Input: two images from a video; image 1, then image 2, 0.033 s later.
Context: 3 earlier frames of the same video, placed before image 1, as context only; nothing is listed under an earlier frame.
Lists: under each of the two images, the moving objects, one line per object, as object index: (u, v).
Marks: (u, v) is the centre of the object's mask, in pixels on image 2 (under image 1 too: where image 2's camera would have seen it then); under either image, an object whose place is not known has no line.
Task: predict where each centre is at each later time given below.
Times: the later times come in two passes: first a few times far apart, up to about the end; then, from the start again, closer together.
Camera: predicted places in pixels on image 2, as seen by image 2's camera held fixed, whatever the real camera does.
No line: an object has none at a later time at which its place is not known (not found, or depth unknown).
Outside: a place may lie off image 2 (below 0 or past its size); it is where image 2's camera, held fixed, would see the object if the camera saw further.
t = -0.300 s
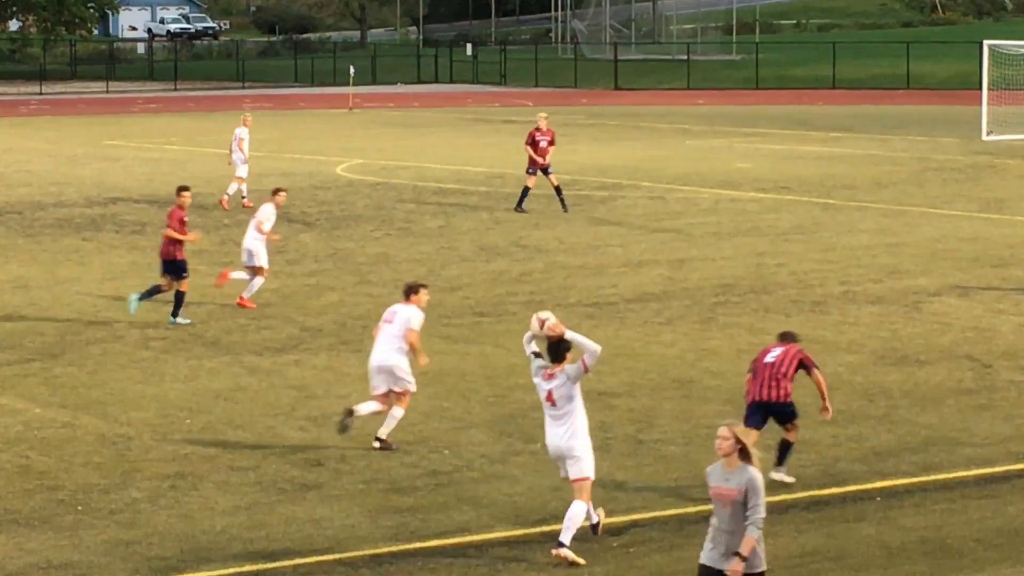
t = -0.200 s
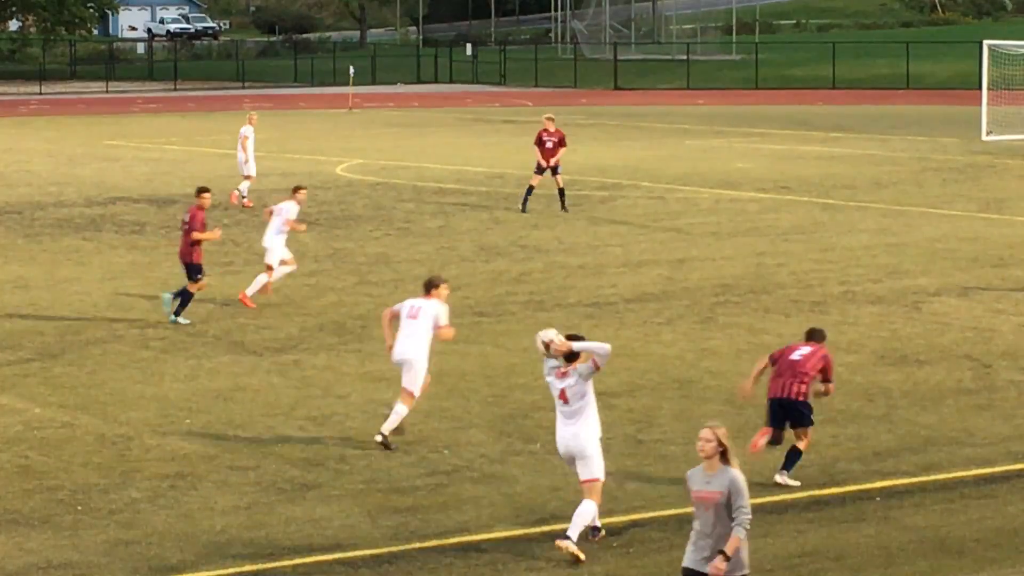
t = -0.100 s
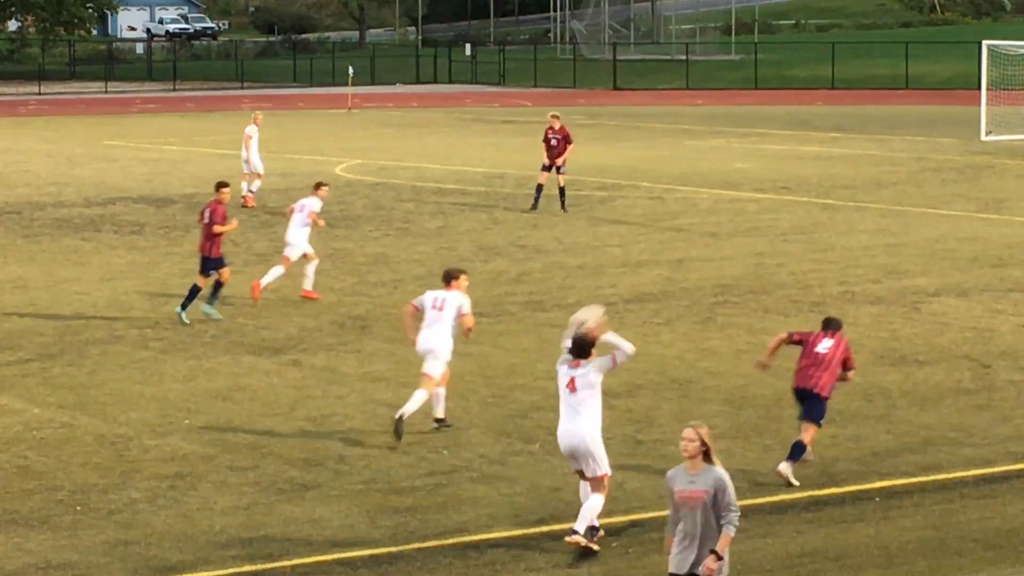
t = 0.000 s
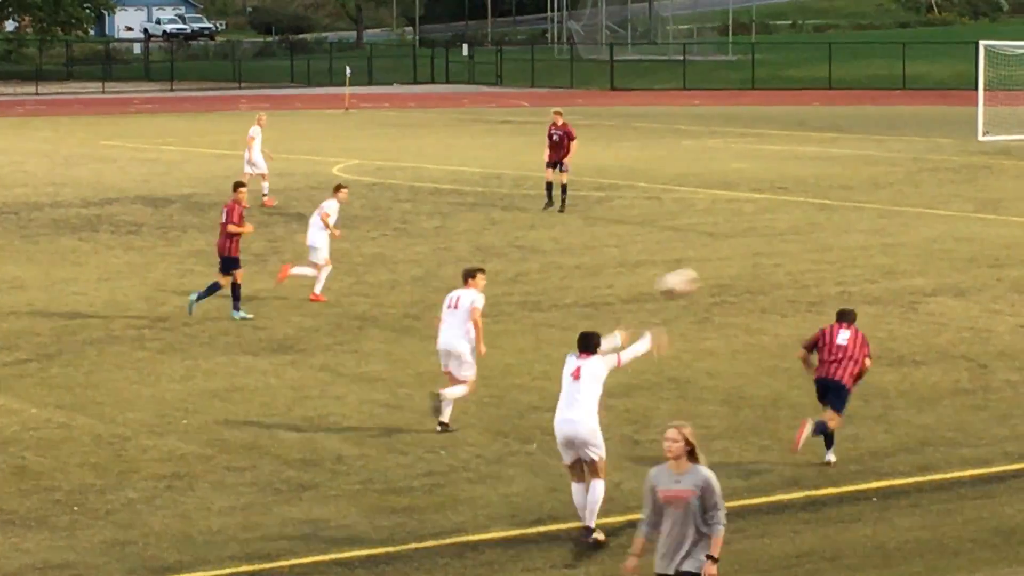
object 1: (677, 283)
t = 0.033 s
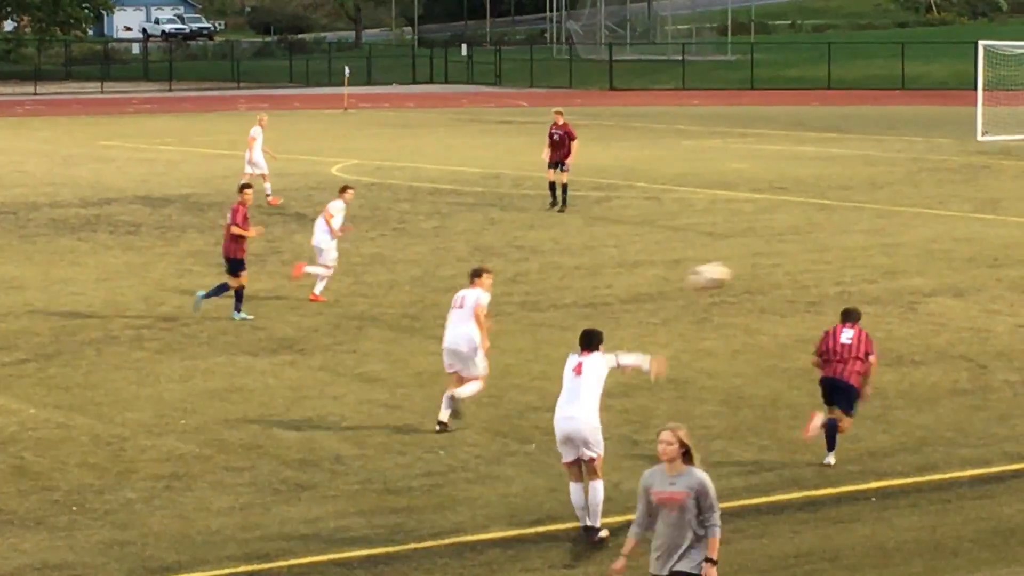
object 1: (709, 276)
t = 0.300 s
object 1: (938, 265)
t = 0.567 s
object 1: (1131, 313)
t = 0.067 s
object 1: (741, 270)
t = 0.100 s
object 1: (772, 266)
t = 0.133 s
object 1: (800, 263)
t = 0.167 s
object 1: (830, 262)
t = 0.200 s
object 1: (858, 261)
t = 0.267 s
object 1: (913, 263)
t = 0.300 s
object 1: (938, 265)
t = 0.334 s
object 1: (965, 268)
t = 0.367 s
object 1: (990, 272)
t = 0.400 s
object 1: (1015, 277)
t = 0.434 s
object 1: (1039, 283)
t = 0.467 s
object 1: (1063, 289)
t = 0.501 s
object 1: (1086, 296)
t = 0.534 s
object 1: (1108, 304)
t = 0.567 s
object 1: (1131, 313)
